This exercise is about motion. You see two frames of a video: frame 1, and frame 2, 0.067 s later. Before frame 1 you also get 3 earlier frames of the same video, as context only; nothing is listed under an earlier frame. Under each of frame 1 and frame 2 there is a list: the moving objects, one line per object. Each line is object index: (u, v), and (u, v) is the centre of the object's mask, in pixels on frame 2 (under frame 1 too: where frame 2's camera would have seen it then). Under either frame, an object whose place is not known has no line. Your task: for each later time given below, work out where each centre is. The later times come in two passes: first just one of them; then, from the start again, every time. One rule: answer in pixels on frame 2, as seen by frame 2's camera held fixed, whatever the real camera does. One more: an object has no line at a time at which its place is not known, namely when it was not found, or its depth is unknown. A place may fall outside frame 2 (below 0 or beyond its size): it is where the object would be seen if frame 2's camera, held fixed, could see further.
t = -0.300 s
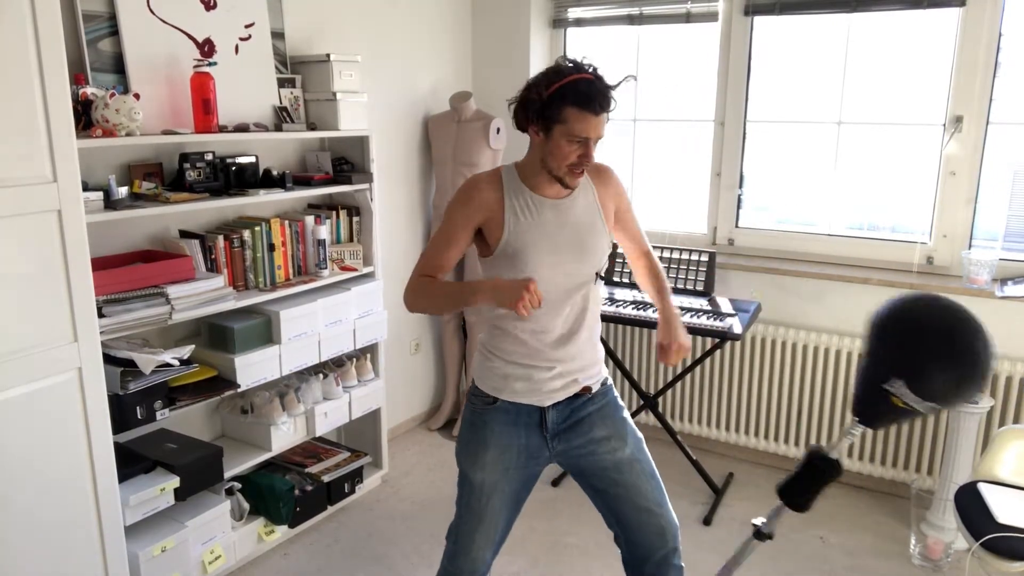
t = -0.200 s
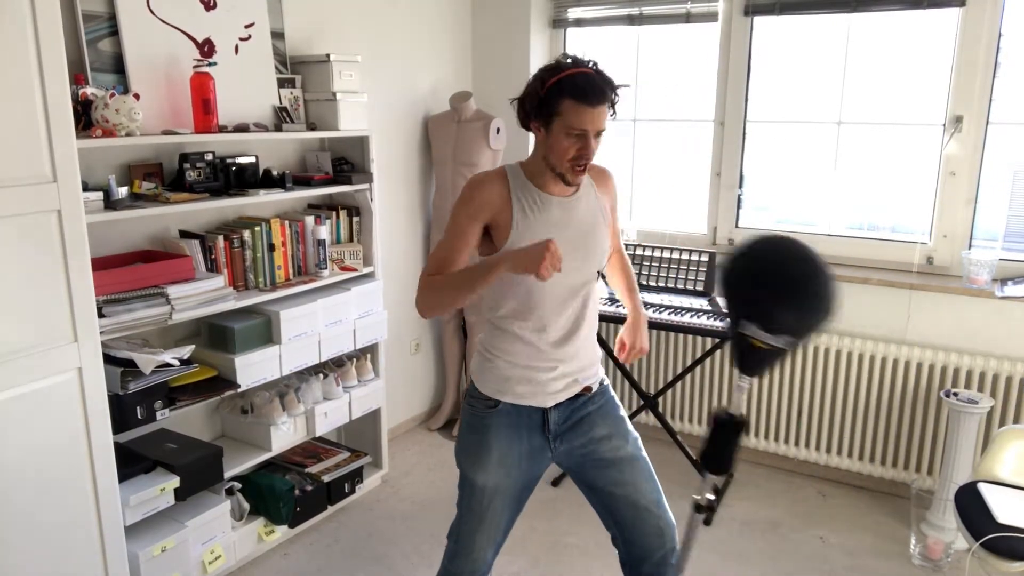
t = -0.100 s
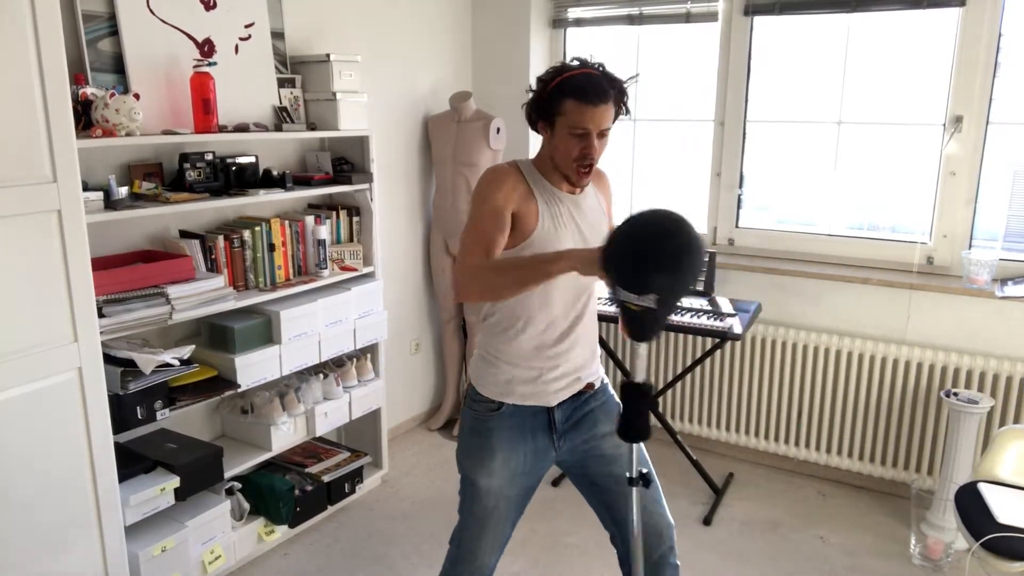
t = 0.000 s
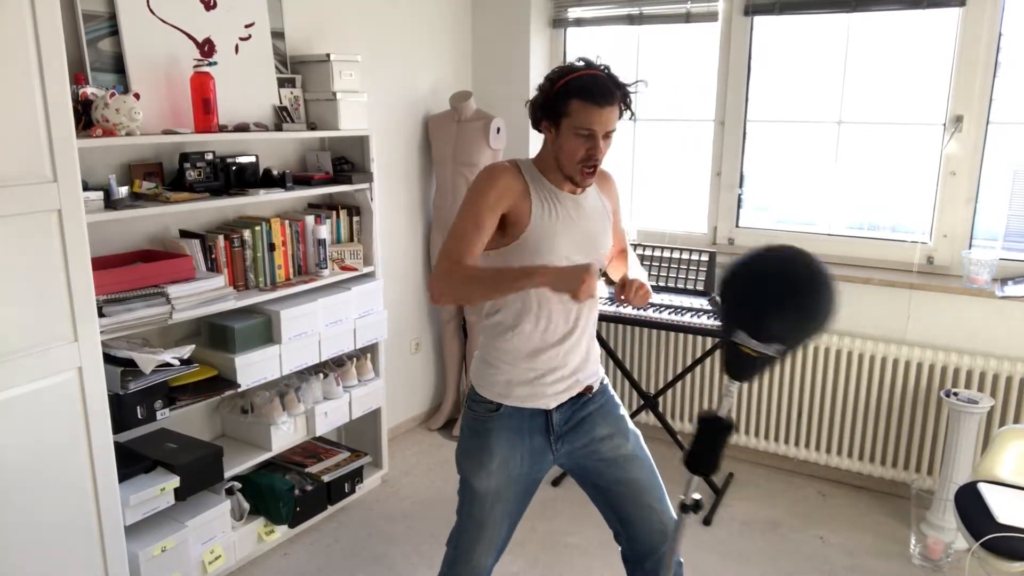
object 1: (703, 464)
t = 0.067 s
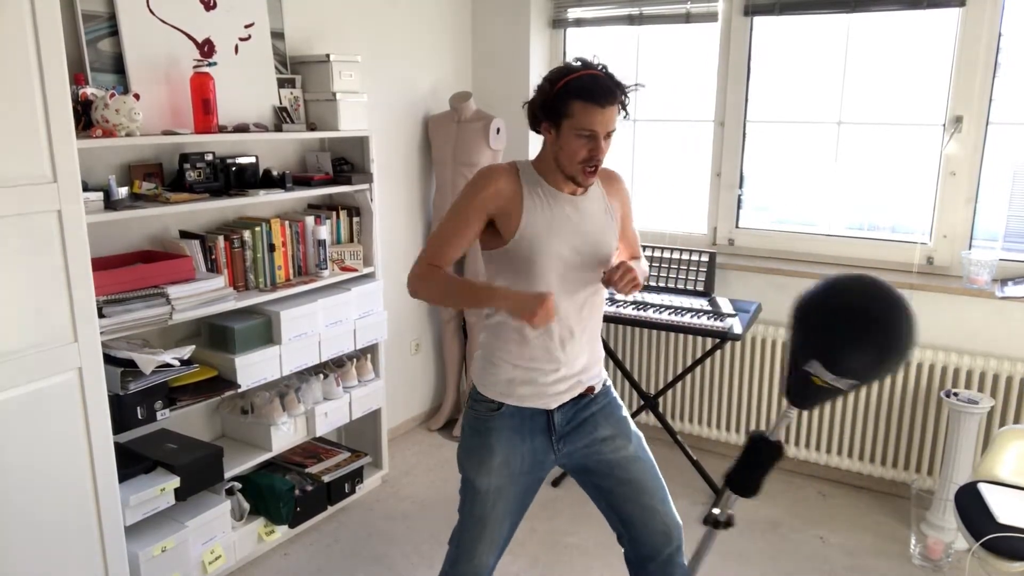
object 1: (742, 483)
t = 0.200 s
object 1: (801, 494)
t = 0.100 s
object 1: (764, 488)
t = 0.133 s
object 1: (778, 492)
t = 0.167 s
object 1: (791, 495)
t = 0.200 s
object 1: (801, 494)
